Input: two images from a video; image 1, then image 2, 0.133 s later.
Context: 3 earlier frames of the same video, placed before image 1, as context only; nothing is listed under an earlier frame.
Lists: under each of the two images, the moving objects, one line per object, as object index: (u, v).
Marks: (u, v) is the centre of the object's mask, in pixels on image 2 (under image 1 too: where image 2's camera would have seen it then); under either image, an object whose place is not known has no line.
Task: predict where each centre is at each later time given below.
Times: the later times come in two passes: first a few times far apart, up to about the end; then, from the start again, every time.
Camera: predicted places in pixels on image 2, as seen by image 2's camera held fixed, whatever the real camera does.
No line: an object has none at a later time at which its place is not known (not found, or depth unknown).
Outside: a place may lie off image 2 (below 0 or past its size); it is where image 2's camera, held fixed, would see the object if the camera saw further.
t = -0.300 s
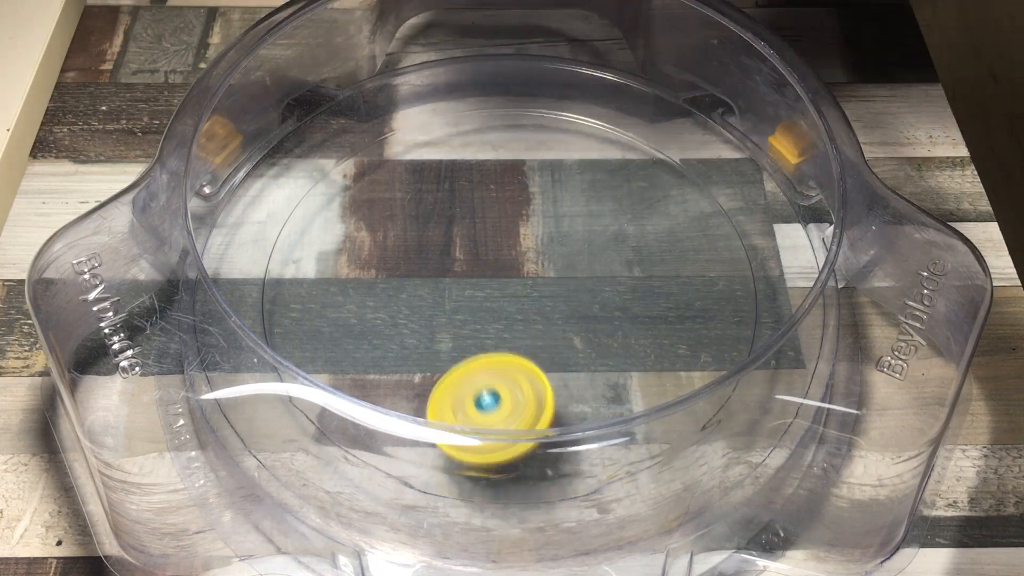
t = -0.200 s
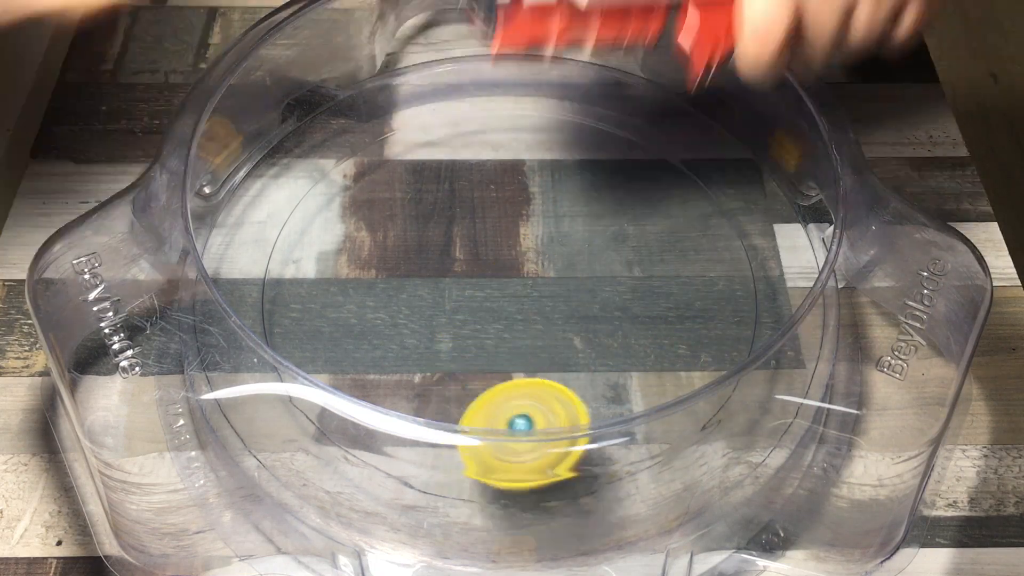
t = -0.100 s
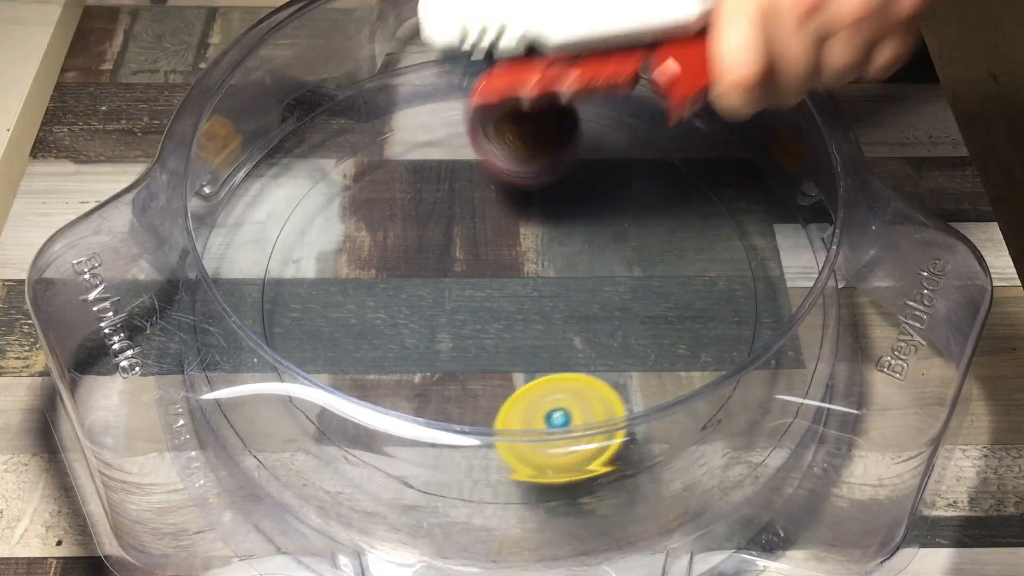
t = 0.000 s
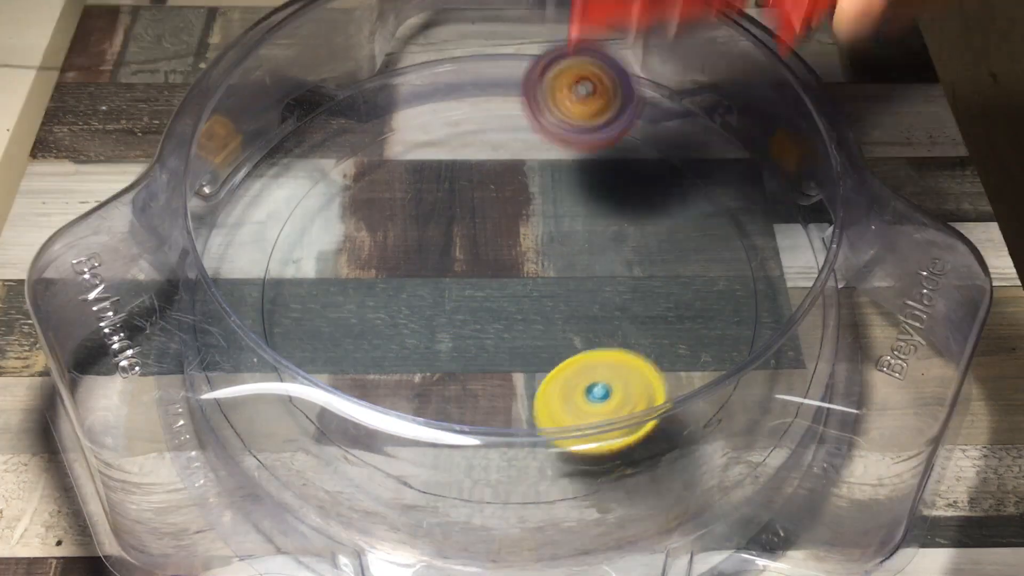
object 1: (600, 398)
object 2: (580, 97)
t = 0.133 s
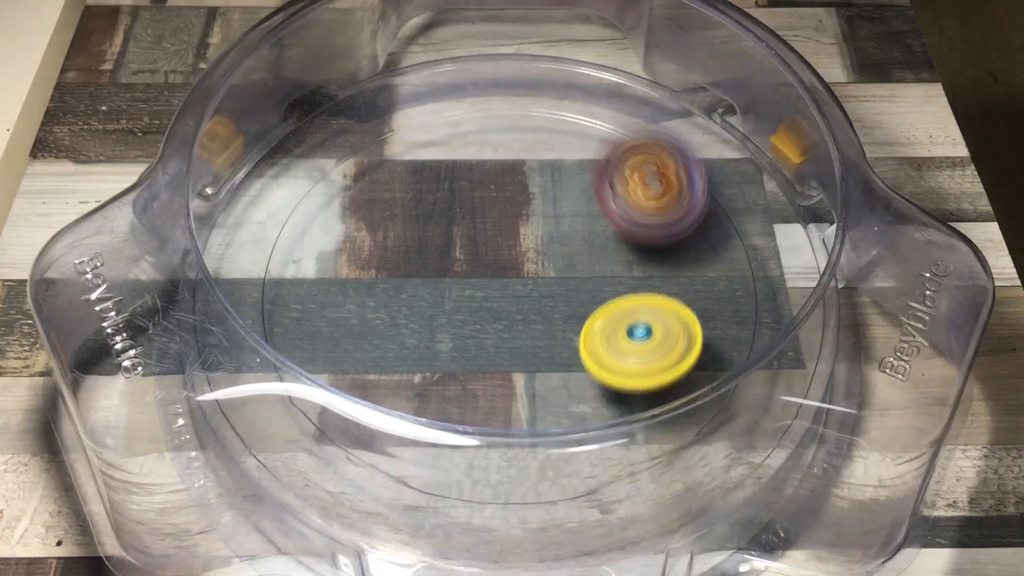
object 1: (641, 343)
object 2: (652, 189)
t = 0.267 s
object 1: (589, 307)
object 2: (662, 220)
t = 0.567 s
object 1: (402, 340)
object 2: (574, 292)
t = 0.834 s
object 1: (525, 395)
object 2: (465, 274)
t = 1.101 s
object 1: (682, 291)
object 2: (487, 235)
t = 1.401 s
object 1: (593, 144)
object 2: (562, 245)
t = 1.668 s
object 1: (377, 230)
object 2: (646, 217)
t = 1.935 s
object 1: (539, 416)
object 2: (511, 156)
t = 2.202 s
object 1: (730, 252)
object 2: (344, 371)
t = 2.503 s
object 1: (441, 138)
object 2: (703, 375)
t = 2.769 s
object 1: (336, 331)
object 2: (639, 101)
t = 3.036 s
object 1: (559, 426)
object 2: (418, 220)
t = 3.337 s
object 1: (712, 240)
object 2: (626, 437)
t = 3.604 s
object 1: (485, 145)
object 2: (621, 147)
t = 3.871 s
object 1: (305, 309)
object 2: (286, 199)
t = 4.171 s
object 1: (772, 371)
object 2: (439, 491)
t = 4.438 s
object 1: (625, 160)
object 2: (732, 268)
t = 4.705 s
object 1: (350, 201)
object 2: (438, 80)
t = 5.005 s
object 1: (458, 459)
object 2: (293, 342)
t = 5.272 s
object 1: (724, 317)
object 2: (644, 402)
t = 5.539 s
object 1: (567, 105)
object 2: (619, 198)
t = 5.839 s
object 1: (293, 250)
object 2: (434, 349)
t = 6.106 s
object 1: (440, 381)
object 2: (617, 433)
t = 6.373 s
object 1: (635, 338)
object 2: (593, 210)
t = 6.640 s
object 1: (647, 202)
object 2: (358, 163)
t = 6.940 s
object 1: (498, 157)
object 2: (393, 361)
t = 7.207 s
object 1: (399, 250)
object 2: (664, 285)
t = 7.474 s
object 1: (457, 367)
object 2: (619, 117)
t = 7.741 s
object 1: (597, 367)
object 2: (398, 201)
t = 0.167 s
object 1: (640, 328)
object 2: (655, 188)
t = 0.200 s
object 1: (633, 315)
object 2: (657, 192)
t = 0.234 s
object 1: (619, 306)
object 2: (657, 212)
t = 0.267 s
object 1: (589, 307)
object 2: (662, 220)
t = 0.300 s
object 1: (555, 309)
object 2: (668, 237)
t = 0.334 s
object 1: (522, 308)
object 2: (670, 262)
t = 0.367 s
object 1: (494, 308)
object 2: (665, 260)
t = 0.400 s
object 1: (468, 311)
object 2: (657, 269)
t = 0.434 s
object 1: (447, 313)
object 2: (646, 279)
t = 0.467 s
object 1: (430, 317)
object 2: (630, 286)
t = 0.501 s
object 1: (416, 323)
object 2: (613, 290)
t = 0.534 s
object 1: (407, 331)
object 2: (593, 290)
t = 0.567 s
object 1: (402, 340)
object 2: (574, 292)
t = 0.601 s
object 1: (400, 351)
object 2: (553, 294)
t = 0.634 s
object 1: (403, 362)
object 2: (534, 294)
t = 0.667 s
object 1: (414, 372)
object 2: (515, 292)
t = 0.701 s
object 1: (429, 381)
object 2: (498, 288)
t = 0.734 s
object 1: (449, 388)
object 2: (485, 284)
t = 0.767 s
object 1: (472, 393)
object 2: (474, 281)
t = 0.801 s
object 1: (498, 396)
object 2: (468, 278)
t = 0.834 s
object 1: (525, 395)
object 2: (465, 274)
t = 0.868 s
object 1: (550, 390)
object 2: (466, 270)
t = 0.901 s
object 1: (571, 380)
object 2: (469, 271)
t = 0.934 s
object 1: (587, 363)
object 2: (476, 270)
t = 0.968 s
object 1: (595, 340)
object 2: (488, 271)
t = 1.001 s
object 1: (609, 322)
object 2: (497, 270)
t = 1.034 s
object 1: (642, 315)
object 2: (490, 256)
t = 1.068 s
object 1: (667, 305)
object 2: (486, 244)
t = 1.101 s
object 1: (682, 291)
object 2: (487, 235)
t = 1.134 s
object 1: (686, 275)
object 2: (492, 228)
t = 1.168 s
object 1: (682, 258)
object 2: (500, 224)
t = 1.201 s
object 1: (672, 239)
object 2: (514, 226)
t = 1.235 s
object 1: (654, 221)
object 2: (530, 227)
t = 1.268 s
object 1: (650, 202)
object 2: (535, 230)
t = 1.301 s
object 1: (646, 184)
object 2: (538, 234)
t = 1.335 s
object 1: (635, 167)
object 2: (544, 237)
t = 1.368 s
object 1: (616, 155)
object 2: (552, 241)
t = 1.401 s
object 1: (593, 144)
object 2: (562, 245)
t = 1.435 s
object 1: (565, 136)
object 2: (573, 247)
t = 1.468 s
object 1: (535, 134)
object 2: (586, 249)
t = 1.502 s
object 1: (502, 137)
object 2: (599, 247)
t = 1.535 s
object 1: (469, 146)
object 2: (611, 245)
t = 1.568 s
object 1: (439, 161)
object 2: (623, 241)
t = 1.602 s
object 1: (413, 180)
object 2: (633, 235)
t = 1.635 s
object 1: (392, 203)
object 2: (641, 227)
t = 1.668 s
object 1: (377, 230)
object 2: (646, 217)
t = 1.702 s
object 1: (369, 261)
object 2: (647, 206)
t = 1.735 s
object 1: (371, 293)
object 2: (643, 194)
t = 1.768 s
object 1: (381, 324)
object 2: (636, 183)
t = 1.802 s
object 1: (400, 352)
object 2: (623, 171)
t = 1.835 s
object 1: (427, 372)
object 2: (603, 161)
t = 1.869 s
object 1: (462, 386)
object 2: (577, 155)
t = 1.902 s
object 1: (499, 406)
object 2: (546, 153)
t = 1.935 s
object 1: (539, 416)
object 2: (511, 156)
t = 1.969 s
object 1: (583, 416)
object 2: (476, 167)
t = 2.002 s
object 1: (622, 406)
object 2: (441, 184)
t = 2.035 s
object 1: (659, 390)
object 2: (406, 208)
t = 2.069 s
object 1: (686, 366)
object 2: (382, 235)
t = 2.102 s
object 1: (705, 337)
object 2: (359, 269)
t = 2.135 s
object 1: (724, 312)
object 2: (344, 305)
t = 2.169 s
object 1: (731, 283)
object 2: (342, 335)
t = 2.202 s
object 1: (730, 252)
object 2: (344, 371)
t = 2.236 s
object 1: (719, 221)
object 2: (364, 402)
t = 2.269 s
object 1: (702, 194)
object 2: (393, 436)
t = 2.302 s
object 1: (676, 170)
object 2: (437, 455)
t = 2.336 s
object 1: (646, 150)
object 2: (485, 461)
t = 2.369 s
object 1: (608, 135)
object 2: (536, 460)
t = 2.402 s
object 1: (567, 127)
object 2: (585, 446)
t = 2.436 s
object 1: (525, 123)
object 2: (629, 431)
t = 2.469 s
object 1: (482, 128)
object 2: (669, 402)
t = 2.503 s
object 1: (441, 138)
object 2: (703, 375)
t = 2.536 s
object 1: (404, 152)
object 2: (726, 338)
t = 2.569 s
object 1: (374, 171)
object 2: (736, 300)
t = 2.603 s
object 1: (351, 194)
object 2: (743, 263)
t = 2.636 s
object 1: (333, 221)
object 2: (739, 225)
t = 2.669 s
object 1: (322, 249)
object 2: (727, 189)
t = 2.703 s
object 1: (320, 280)
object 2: (703, 158)
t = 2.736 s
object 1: (323, 307)
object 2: (673, 128)
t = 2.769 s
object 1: (336, 331)
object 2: (639, 101)
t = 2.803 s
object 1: (354, 349)
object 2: (600, 79)
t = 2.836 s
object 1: (378, 365)
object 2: (554, 59)
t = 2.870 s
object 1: (402, 378)
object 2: (509, 50)
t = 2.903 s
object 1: (425, 403)
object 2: (461, 49)
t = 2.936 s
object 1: (456, 415)
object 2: (416, 58)
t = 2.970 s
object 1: (490, 422)
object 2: (412, 94)
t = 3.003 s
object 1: (523, 427)
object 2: (413, 164)
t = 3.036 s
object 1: (559, 426)
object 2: (418, 220)
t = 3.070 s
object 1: (597, 421)
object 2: (420, 274)
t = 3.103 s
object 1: (631, 408)
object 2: (423, 334)
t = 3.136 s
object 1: (661, 392)
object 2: (434, 376)
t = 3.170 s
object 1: (683, 370)
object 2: (446, 423)
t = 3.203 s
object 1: (697, 342)
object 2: (467, 488)
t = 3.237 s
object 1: (714, 321)
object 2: (504, 500)
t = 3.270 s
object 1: (722, 296)
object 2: (545, 483)
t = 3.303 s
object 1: (720, 267)
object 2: (587, 461)
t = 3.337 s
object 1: (712, 240)
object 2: (626, 437)
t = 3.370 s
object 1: (697, 217)
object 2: (657, 406)
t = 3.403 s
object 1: (677, 196)
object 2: (683, 376)
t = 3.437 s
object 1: (653, 177)
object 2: (698, 330)
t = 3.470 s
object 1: (625, 162)
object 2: (703, 293)
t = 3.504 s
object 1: (593, 152)
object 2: (694, 248)
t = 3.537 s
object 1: (558, 144)
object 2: (674, 209)
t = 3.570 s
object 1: (523, 142)
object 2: (652, 176)
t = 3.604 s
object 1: (485, 145)
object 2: (621, 147)
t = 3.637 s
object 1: (448, 151)
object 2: (585, 122)
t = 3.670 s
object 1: (415, 163)
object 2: (545, 103)
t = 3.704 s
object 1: (384, 179)
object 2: (499, 94)
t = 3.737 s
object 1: (357, 199)
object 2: (454, 99)
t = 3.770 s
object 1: (334, 222)
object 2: (402, 112)
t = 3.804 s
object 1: (318, 251)
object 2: (357, 132)
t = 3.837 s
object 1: (305, 281)
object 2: (320, 159)
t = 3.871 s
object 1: (305, 309)
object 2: (286, 199)
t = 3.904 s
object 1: (319, 334)
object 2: (264, 243)
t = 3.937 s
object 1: (338, 391)
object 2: (259, 284)
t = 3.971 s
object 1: (401, 452)
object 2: (254, 311)
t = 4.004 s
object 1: (485, 496)
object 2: (256, 336)
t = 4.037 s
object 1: (564, 500)
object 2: (268, 376)
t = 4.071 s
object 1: (637, 480)
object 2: (295, 413)
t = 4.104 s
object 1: (696, 448)
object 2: (328, 455)
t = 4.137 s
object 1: (738, 408)
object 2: (380, 477)
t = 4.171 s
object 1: (772, 371)
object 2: (439, 491)
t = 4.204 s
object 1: (794, 331)
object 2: (502, 490)
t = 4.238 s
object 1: (804, 292)
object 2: (556, 488)
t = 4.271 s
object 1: (792, 256)
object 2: (614, 458)
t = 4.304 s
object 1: (763, 234)
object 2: (659, 431)
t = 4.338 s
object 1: (731, 213)
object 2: (692, 393)
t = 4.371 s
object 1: (698, 194)
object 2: (718, 354)
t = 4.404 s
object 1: (663, 175)
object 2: (727, 311)
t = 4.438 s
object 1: (625, 160)
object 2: (732, 268)
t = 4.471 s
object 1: (588, 149)
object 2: (724, 228)
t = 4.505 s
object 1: (547, 142)
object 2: (705, 186)
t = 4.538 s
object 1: (507, 140)
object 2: (678, 152)
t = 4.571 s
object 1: (468, 144)
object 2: (642, 125)
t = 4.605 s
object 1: (431, 153)
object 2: (597, 103)
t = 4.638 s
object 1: (400, 165)
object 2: (547, 89)
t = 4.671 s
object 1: (372, 182)
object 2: (493, 80)
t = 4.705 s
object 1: (350, 201)
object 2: (438, 80)
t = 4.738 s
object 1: (331, 224)
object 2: (385, 85)
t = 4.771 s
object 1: (319, 249)
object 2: (344, 105)
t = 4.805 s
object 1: (313, 273)
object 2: (313, 134)
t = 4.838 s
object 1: (313, 297)
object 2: (287, 172)
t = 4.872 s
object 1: (320, 320)
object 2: (273, 216)
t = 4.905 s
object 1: (341, 343)
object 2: (267, 258)
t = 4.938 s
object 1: (372, 388)
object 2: (268, 288)
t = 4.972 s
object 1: (411, 440)
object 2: (275, 317)
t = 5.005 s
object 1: (458, 459)
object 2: (293, 342)
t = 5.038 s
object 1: (508, 461)
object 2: (325, 377)
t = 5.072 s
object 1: (557, 454)
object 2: (372, 405)
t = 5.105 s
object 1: (600, 442)
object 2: (431, 421)
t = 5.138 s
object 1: (635, 426)
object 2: (484, 429)
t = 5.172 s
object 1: (660, 405)
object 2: (534, 439)
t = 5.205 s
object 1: (690, 379)
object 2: (575, 431)
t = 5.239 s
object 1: (711, 349)
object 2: (613, 420)
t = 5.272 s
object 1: (724, 317)
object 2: (644, 402)
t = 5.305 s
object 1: (736, 291)
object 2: (672, 377)
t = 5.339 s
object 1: (741, 249)
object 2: (681, 349)
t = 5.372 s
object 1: (723, 211)
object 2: (692, 331)
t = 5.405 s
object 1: (702, 175)
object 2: (696, 302)
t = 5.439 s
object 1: (671, 150)
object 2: (689, 272)
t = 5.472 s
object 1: (638, 130)
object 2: (671, 243)
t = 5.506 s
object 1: (603, 115)
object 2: (649, 218)
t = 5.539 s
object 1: (567, 105)
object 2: (619, 198)
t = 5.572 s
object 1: (532, 98)
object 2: (584, 181)
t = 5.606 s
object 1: (485, 99)
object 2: (554, 183)
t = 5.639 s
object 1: (434, 107)
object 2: (527, 199)
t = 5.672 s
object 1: (391, 127)
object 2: (502, 217)
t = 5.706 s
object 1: (355, 149)
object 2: (478, 237)
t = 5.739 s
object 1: (327, 171)
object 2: (460, 266)
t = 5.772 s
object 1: (307, 197)
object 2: (443, 292)
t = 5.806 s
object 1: (296, 223)
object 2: (436, 319)
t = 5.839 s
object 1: (293, 250)
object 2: (434, 349)
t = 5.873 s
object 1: (297, 275)
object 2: (438, 370)
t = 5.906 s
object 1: (306, 298)
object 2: (451, 384)
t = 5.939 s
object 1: (319, 317)
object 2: (470, 415)
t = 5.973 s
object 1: (338, 335)
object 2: (496, 430)
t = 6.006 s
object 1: (359, 349)
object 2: (521, 454)
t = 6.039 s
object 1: (383, 362)
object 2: (554, 456)
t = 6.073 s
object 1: (410, 373)
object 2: (588, 451)
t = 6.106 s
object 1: (440, 381)
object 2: (617, 433)
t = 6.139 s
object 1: (469, 385)
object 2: (642, 409)
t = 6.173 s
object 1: (499, 387)
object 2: (658, 381)
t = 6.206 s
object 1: (529, 385)
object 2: (661, 351)
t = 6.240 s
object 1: (558, 381)
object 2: (660, 320)
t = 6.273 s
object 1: (581, 374)
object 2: (650, 287)
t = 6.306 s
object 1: (601, 366)
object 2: (636, 258)
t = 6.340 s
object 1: (619, 354)
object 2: (617, 232)
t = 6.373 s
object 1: (635, 338)
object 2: (593, 210)
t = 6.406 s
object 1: (648, 322)
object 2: (564, 193)
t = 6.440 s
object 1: (658, 304)
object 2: (534, 180)
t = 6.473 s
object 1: (664, 285)
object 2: (504, 169)
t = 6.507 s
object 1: (667, 267)
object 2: (474, 162)
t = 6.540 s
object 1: (666, 249)
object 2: (443, 158)
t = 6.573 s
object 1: (662, 232)
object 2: (411, 158)
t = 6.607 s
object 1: (656, 216)
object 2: (385, 160)
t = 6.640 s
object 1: (647, 202)
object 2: (358, 163)
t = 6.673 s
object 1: (636, 189)
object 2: (332, 170)
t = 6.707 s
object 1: (623, 179)
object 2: (308, 185)
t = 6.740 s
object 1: (607, 169)
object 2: (292, 206)
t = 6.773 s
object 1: (591, 161)
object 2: (286, 236)
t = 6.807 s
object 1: (573, 156)
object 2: (288, 265)
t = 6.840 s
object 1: (555, 152)
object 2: (299, 295)
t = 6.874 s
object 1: (536, 151)
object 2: (323, 323)
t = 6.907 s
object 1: (517, 153)
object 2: (353, 342)
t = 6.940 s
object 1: (498, 157)
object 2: (393, 361)
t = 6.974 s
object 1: (479, 163)
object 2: (435, 372)
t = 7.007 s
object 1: (463, 171)
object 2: (476, 376)
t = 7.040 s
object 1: (447, 181)
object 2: (519, 373)
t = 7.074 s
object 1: (433, 193)
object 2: (558, 364)
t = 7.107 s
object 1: (422, 205)
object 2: (593, 349)
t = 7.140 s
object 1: (412, 219)
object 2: (623, 331)
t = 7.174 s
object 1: (404, 234)
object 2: (647, 308)
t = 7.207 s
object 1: (399, 250)
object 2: (664, 285)
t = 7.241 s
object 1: (396, 266)
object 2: (676, 262)
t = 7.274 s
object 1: (397, 283)
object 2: (682, 237)
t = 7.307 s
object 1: (400, 299)
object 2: (684, 214)
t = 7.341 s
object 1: (407, 316)
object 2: (681, 193)
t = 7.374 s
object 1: (416, 330)
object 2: (673, 170)
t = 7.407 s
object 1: (427, 345)
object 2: (660, 148)
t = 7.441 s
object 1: (441, 357)
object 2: (642, 131)
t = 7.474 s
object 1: (457, 367)
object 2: (619, 117)
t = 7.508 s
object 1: (474, 375)
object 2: (591, 111)
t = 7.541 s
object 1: (492, 380)
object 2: (560, 108)
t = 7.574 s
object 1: (511, 382)
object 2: (529, 110)
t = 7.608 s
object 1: (530, 383)
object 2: (497, 119)
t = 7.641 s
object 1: (549, 382)
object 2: (467, 132)
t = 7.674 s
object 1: (566, 379)
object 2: (439, 152)
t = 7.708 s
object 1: (583, 374)
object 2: (414, 176)
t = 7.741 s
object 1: (597, 367)
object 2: (398, 201)
